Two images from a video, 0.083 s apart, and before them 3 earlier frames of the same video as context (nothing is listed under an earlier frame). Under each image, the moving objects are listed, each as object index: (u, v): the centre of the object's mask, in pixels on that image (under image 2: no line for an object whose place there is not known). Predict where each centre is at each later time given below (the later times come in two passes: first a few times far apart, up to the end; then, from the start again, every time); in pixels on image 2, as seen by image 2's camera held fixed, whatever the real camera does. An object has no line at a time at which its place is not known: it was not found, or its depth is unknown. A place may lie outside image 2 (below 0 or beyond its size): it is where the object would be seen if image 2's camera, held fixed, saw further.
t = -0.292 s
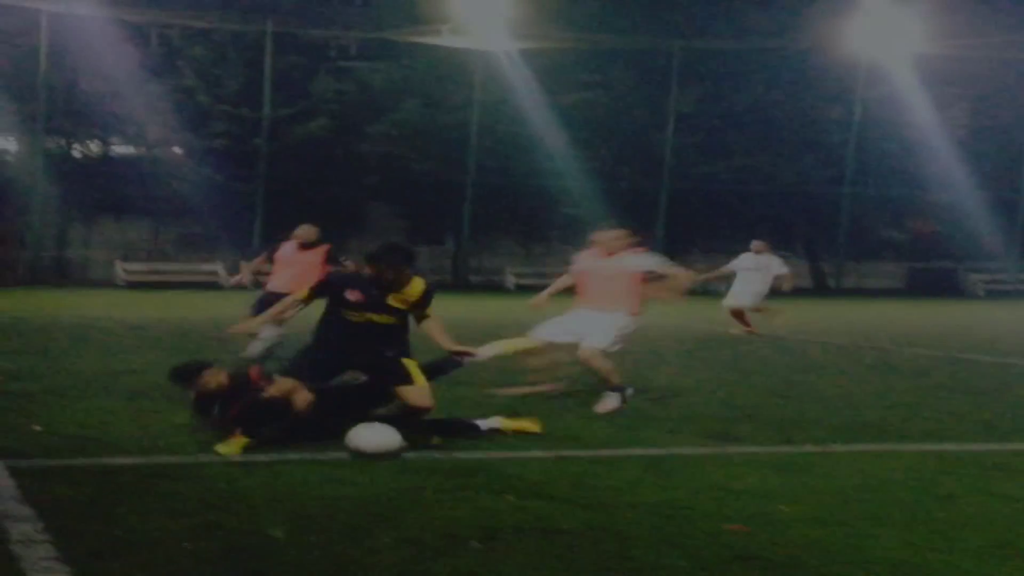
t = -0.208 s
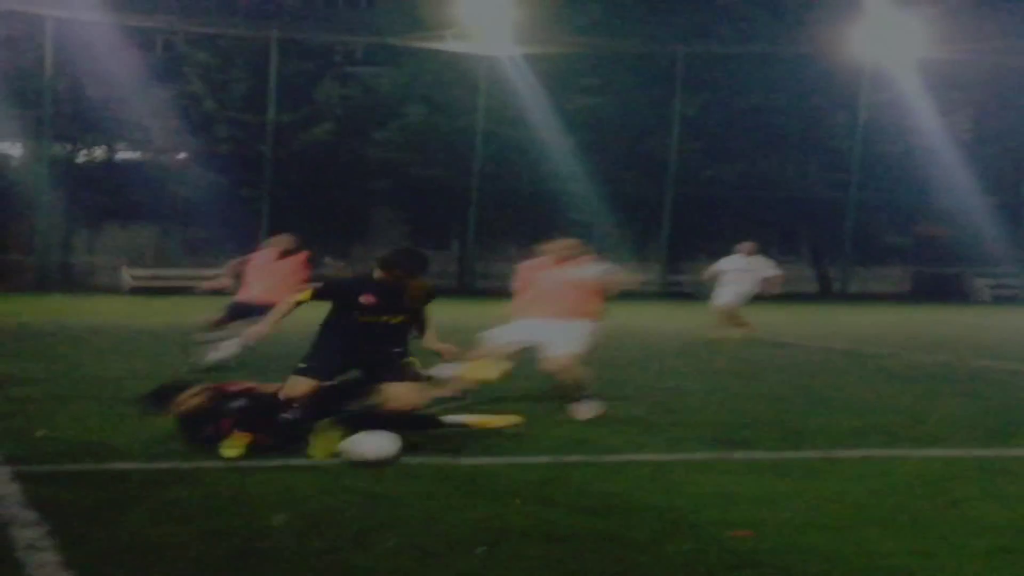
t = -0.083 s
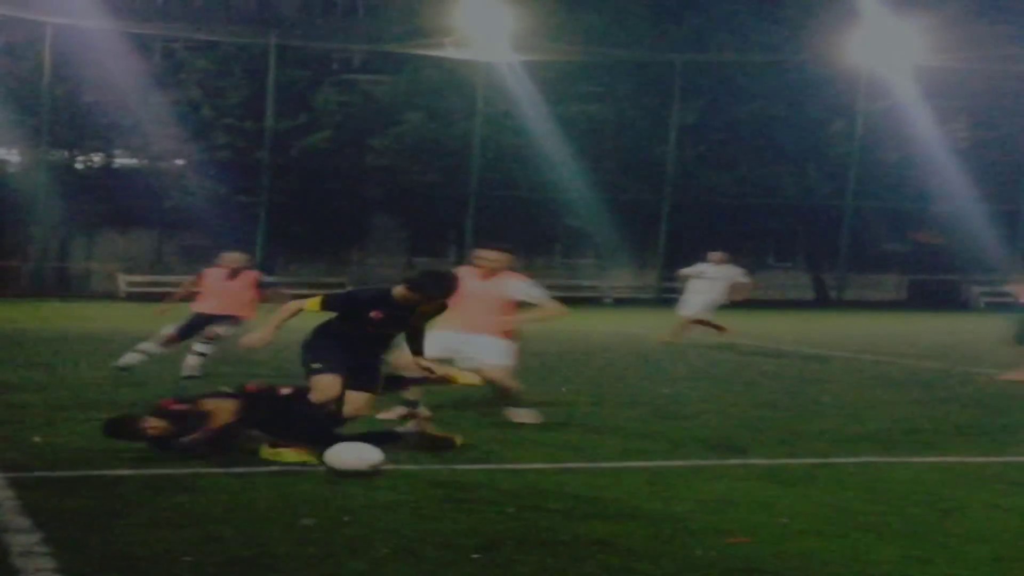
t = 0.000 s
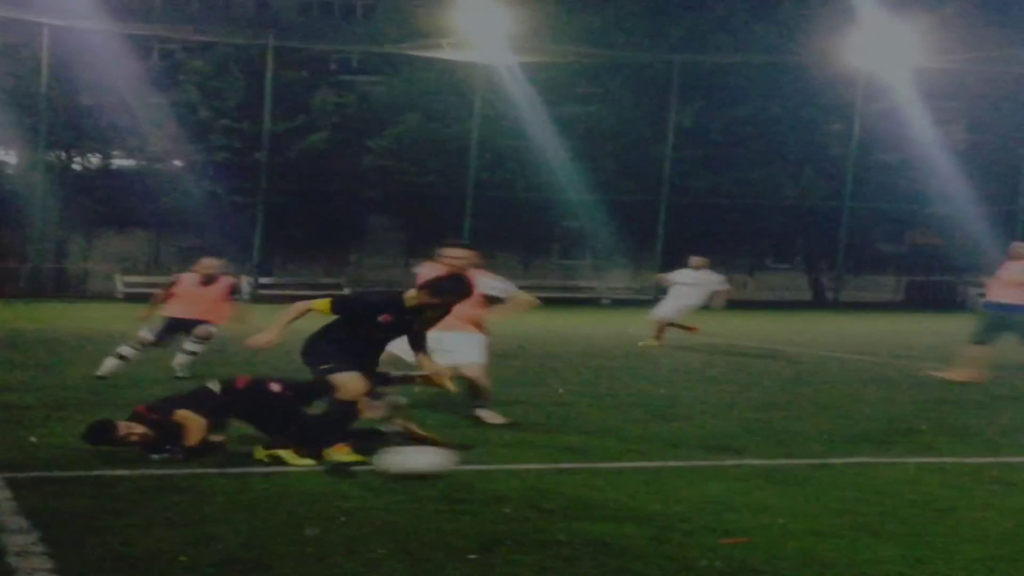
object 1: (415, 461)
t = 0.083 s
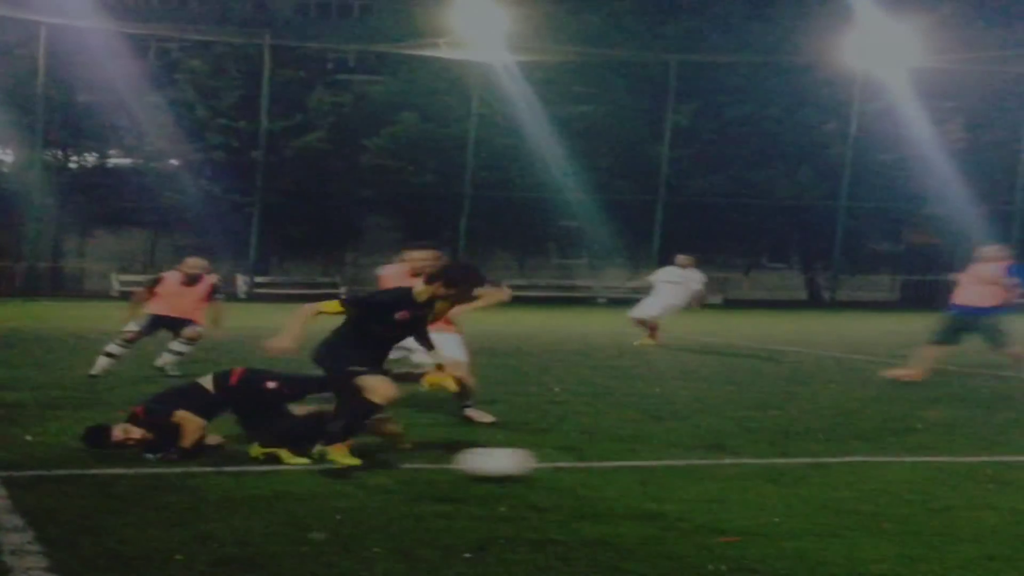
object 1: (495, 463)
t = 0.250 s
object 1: (639, 468)
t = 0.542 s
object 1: (866, 481)
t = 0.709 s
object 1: (997, 488)
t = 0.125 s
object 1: (534, 464)
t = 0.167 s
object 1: (570, 465)
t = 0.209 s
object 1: (606, 467)
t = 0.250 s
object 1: (639, 468)
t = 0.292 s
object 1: (671, 470)
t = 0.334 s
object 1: (702, 471)
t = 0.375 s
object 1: (739, 472)
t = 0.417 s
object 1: (768, 473)
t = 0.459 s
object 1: (802, 475)
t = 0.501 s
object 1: (835, 478)
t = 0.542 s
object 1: (866, 481)
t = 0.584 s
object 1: (895, 483)
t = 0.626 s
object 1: (928, 485)
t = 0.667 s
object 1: (958, 486)
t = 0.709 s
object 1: (997, 488)
